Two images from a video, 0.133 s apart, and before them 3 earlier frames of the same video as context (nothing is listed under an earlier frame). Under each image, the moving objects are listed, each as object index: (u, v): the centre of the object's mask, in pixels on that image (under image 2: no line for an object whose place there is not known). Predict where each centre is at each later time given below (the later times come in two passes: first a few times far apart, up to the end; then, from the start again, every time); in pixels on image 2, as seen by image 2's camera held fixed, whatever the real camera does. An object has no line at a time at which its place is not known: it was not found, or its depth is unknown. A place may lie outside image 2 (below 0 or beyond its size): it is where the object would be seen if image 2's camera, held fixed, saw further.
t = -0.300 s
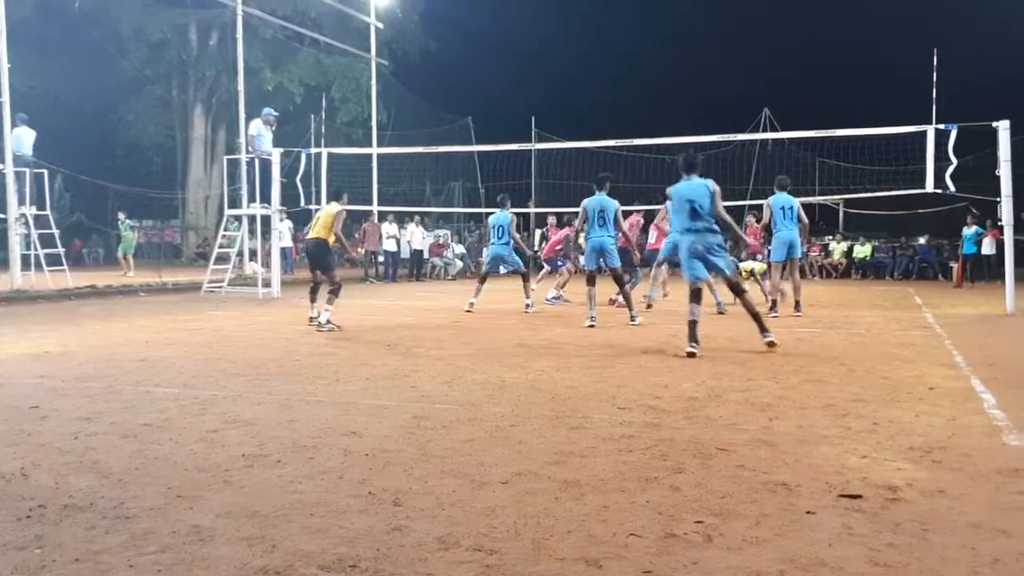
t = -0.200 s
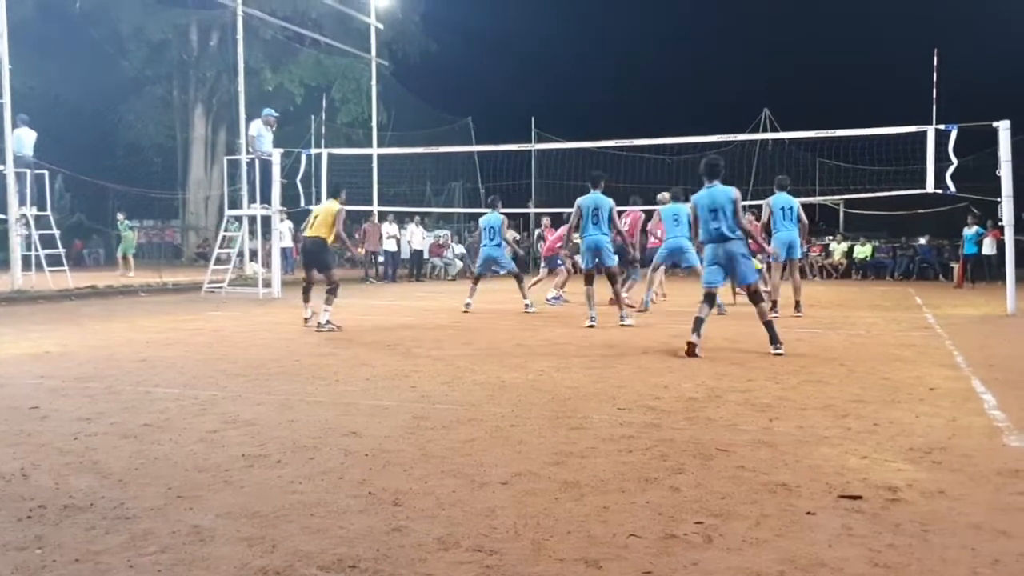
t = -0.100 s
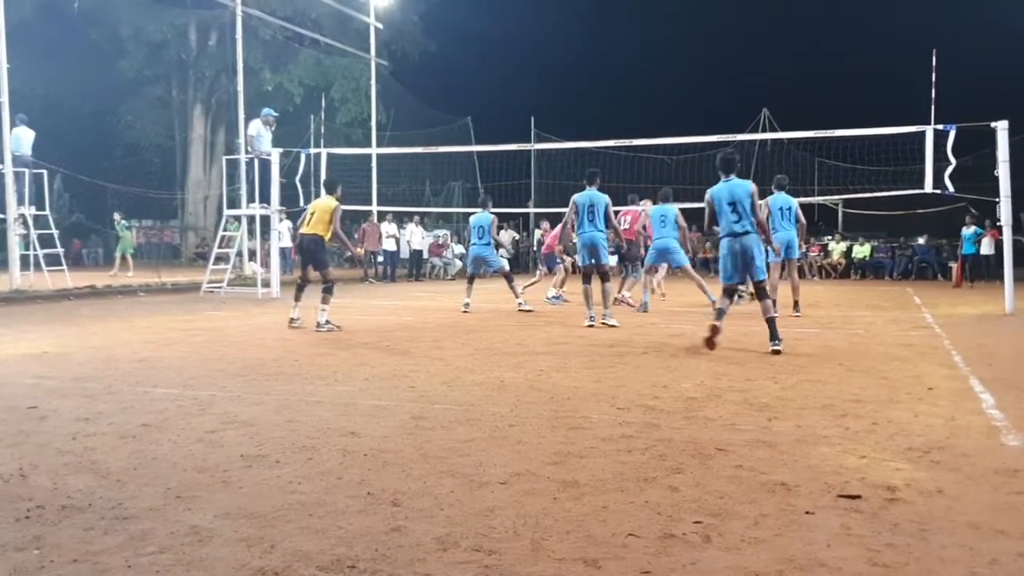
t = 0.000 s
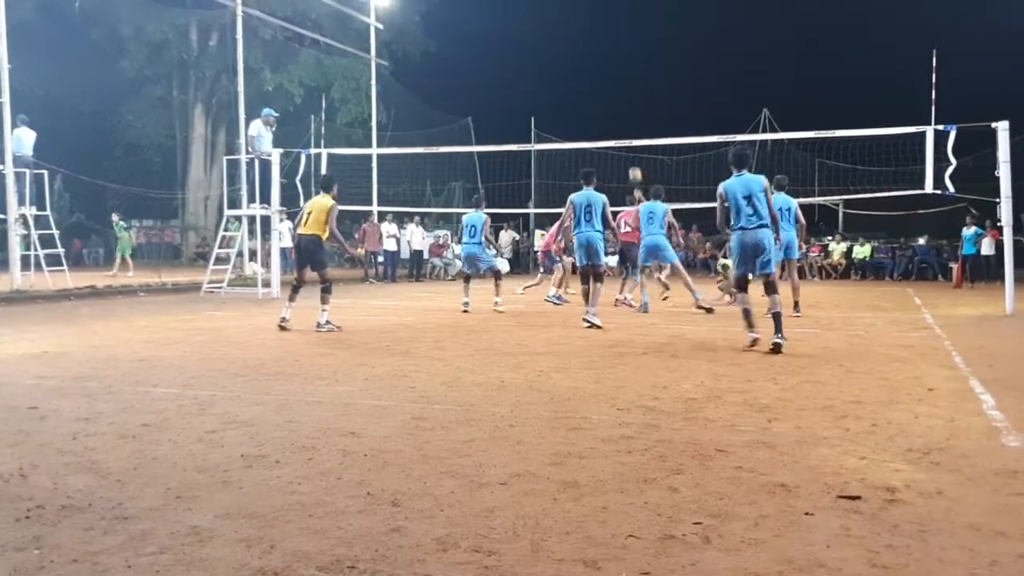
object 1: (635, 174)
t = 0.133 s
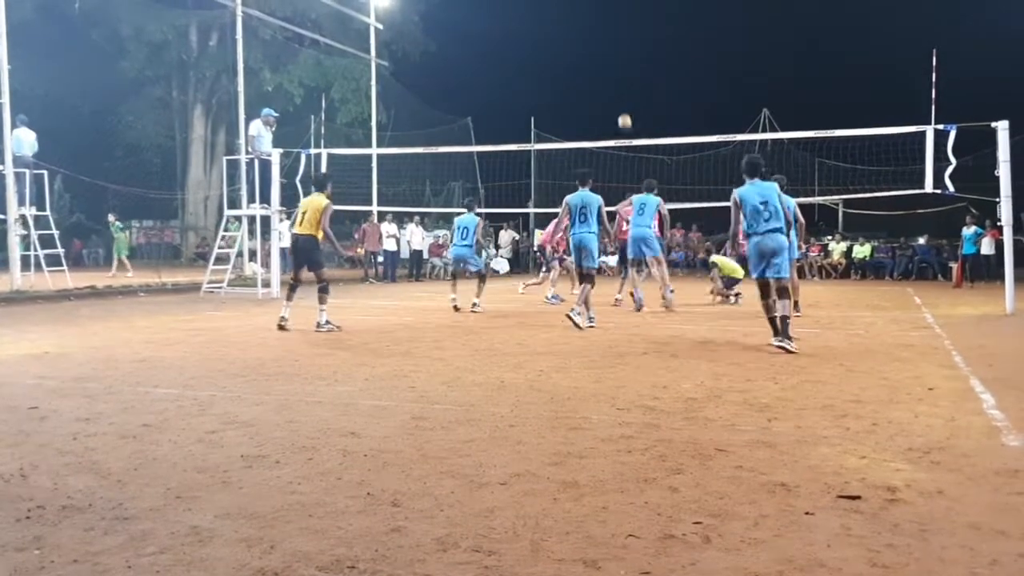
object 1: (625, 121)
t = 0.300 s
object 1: (611, 70)
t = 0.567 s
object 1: (591, 19)
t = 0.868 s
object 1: (567, 10)
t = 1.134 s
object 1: (545, 48)
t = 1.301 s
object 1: (531, 92)
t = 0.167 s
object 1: (622, 110)
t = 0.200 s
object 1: (619, 100)
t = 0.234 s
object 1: (617, 89)
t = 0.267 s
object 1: (614, 79)
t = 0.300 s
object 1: (611, 70)
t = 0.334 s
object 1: (609, 62)
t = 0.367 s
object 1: (606, 53)
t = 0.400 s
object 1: (604, 46)
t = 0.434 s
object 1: (601, 39)
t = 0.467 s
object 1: (598, 33)
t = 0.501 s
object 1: (596, 28)
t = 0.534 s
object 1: (594, 23)
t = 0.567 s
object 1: (591, 19)
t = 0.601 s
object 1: (588, 15)
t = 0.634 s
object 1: (585, 12)
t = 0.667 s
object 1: (582, 10)
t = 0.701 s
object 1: (580, 8)
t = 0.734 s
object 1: (577, 7)
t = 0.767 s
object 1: (574, 7)
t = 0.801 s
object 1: (572, 7)
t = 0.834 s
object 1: (570, 8)
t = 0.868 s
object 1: (567, 10)
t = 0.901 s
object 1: (564, 13)
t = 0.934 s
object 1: (561, 16)
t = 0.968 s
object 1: (559, 20)
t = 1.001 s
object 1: (556, 24)
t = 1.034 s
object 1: (553, 29)
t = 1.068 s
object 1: (550, 34)
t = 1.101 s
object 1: (548, 40)
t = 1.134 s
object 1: (545, 48)
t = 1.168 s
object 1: (542, 55)
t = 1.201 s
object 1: (540, 64)
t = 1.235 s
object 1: (537, 73)
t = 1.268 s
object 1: (534, 82)
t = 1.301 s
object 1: (531, 92)
